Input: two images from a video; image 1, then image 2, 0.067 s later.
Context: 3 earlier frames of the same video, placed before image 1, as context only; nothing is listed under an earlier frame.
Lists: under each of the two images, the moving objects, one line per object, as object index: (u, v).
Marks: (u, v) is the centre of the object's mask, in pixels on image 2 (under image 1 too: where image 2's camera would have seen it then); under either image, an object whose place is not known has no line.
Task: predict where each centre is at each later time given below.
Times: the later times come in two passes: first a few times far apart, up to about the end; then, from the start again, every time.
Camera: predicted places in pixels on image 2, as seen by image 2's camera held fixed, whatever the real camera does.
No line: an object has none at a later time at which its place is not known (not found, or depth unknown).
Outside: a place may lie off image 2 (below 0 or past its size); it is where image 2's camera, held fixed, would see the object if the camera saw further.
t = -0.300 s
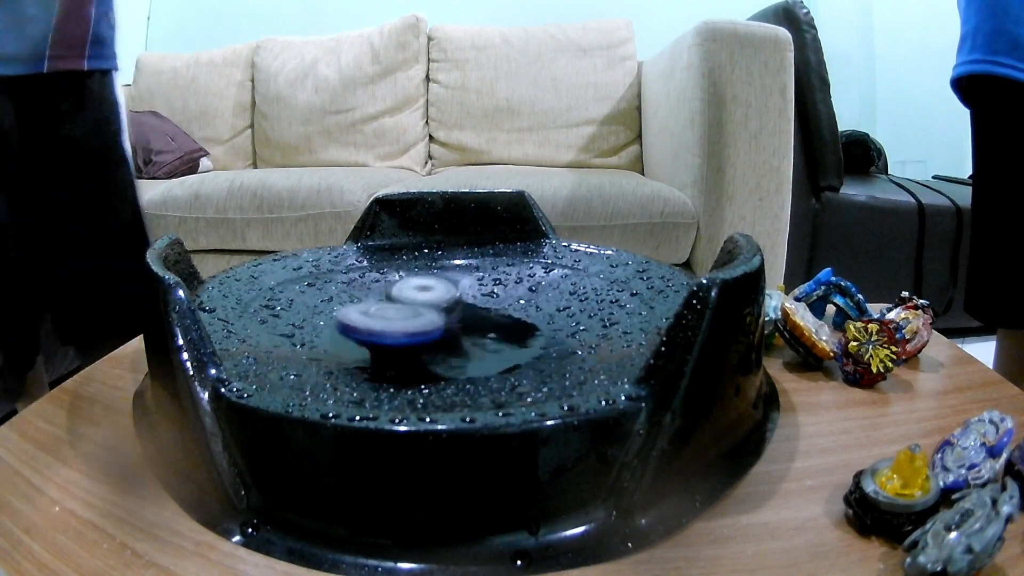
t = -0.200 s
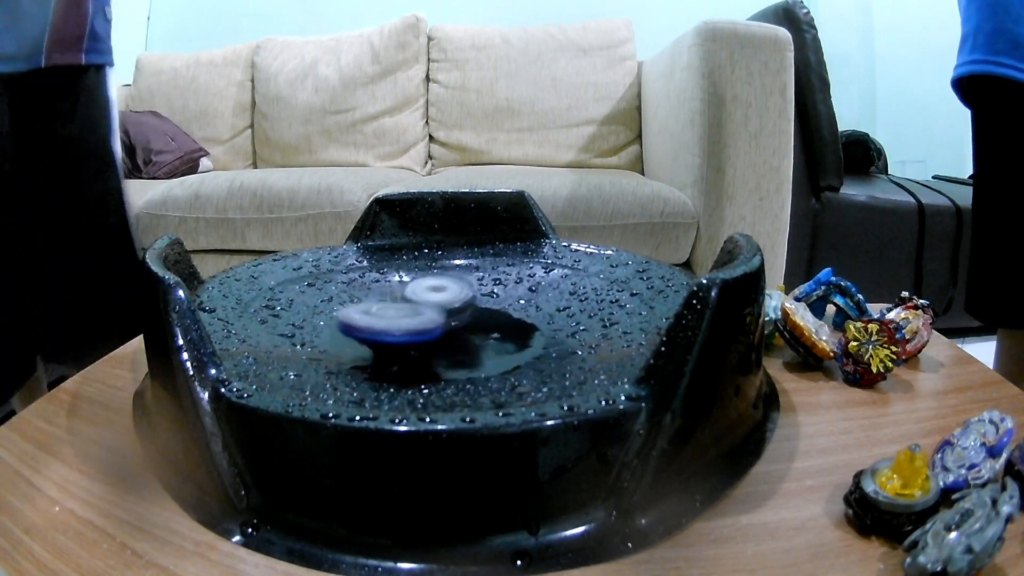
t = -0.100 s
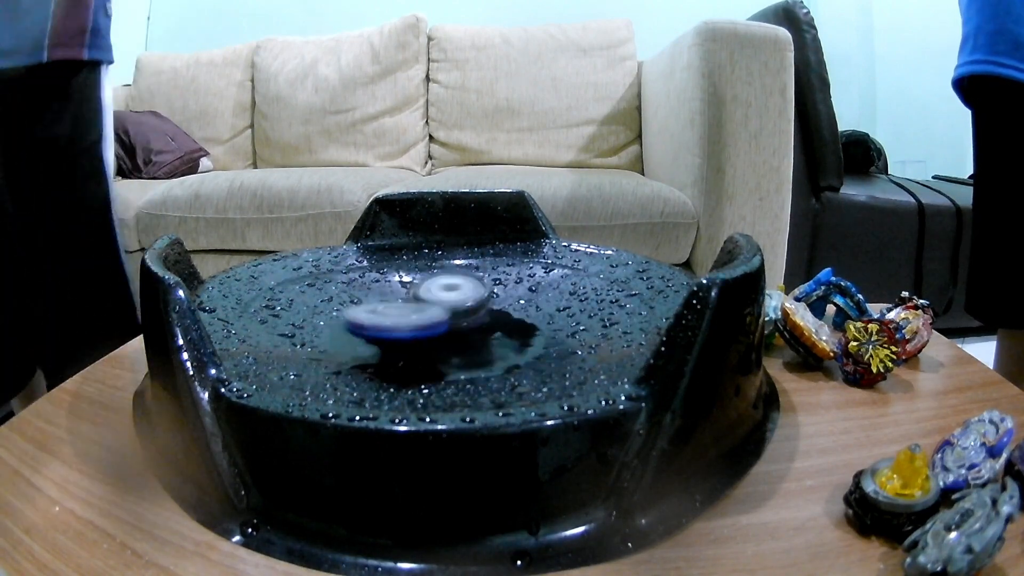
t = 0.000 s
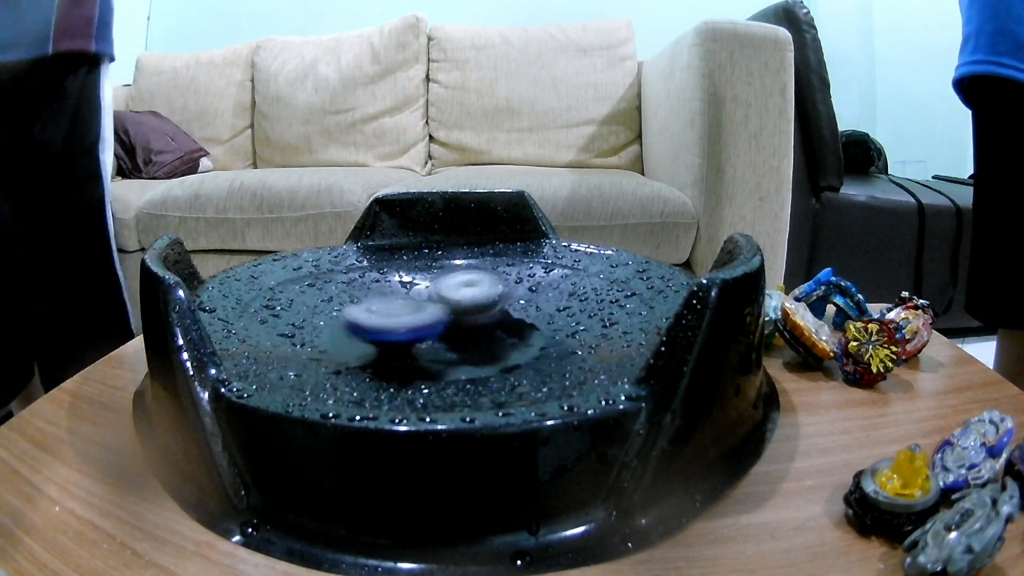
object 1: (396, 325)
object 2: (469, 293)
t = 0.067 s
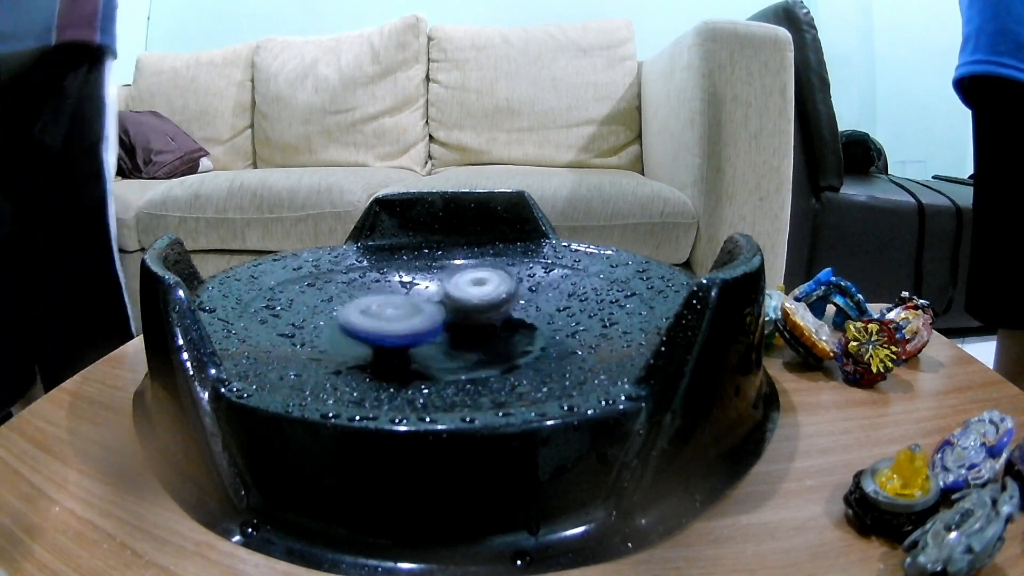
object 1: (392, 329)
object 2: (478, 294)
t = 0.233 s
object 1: (395, 320)
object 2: (485, 293)
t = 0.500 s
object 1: (370, 312)
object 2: (503, 298)
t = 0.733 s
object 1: (376, 317)
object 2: (500, 301)
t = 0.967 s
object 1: (370, 317)
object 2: (515, 292)
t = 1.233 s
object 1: (383, 309)
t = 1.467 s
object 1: (379, 307)
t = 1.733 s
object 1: (400, 319)
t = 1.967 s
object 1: (472, 319)
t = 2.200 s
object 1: (473, 308)
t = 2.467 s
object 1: (455, 307)
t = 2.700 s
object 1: (465, 308)
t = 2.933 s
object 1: (448, 319)
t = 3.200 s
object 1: (431, 315)
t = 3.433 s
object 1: (416, 316)
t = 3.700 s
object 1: (436, 319)
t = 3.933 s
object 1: (440, 318)
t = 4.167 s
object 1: (440, 313)
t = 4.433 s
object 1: (440, 321)
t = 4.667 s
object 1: (436, 323)
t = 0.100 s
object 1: (392, 326)
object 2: (480, 294)
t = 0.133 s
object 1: (393, 324)
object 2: (483, 292)
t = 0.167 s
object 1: (392, 324)
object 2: (484, 292)
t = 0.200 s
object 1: (393, 323)
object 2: (485, 292)
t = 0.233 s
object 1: (395, 320)
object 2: (485, 293)
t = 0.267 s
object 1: (397, 318)
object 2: (484, 294)
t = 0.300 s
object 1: (398, 318)
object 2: (485, 295)
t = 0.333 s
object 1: (400, 316)
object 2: (485, 295)
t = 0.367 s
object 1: (397, 315)
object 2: (485, 298)
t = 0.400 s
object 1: (395, 314)
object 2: (485, 298)
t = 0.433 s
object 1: (394, 314)
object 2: (484, 300)
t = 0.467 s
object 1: (380, 310)
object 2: (492, 294)
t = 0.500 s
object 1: (370, 312)
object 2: (503, 298)
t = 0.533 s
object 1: (364, 312)
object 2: (508, 297)
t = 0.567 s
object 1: (364, 313)
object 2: (509, 298)
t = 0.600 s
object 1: (364, 313)
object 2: (508, 298)
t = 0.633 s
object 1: (365, 316)
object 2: (506, 299)
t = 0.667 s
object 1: (367, 314)
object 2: (506, 298)
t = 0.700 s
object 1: (369, 317)
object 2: (502, 300)
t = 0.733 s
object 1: (376, 317)
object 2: (500, 301)
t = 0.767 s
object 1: (380, 316)
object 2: (493, 303)
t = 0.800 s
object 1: (385, 315)
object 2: (488, 302)
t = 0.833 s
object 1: (391, 315)
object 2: (484, 303)
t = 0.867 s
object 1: (388, 316)
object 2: (493, 300)
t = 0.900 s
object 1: (375, 318)
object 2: (507, 290)
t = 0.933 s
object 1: (370, 318)
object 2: (514, 294)
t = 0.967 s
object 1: (370, 317)
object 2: (515, 292)
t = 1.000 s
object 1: (373, 320)
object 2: (513, 292)
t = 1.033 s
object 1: (377, 317)
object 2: (510, 291)
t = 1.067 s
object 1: (378, 315)
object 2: (507, 290)
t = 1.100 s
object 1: (377, 312)
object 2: (501, 286)
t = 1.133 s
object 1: (377, 312)
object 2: (498, 285)
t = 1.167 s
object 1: (379, 312)
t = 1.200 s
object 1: (381, 311)
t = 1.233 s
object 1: (383, 309)
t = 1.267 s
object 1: (386, 308)
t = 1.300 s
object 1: (385, 307)
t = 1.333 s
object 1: (386, 305)
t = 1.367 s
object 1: (384, 305)
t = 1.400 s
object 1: (383, 305)
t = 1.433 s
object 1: (385, 304)
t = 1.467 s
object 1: (379, 307)
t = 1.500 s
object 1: (374, 307)
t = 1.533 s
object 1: (374, 309)
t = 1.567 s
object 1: (376, 309)
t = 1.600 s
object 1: (378, 311)
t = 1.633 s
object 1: (380, 313)
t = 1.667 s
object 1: (388, 319)
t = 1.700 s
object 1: (396, 323)
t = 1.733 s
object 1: (400, 319)
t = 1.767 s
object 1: (413, 318)
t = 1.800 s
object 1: (425, 322)
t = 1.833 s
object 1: (434, 323)
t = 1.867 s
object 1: (441, 320)
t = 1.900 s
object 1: (448, 322)
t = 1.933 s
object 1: (456, 320)
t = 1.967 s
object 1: (472, 319)
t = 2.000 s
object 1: (482, 322)
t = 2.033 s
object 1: (486, 320)
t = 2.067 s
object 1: (490, 318)
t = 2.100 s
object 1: (487, 321)
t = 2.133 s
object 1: (482, 326)
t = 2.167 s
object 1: (477, 318)
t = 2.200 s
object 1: (473, 308)
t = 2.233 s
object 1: (467, 309)
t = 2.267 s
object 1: (463, 309)
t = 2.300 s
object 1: (461, 307)
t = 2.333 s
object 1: (460, 307)
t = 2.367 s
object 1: (460, 307)
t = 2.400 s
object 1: (458, 308)
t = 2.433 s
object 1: (456, 309)
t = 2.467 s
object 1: (455, 307)
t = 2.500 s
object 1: (454, 307)
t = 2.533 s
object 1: (458, 308)
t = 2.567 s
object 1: (460, 309)
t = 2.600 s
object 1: (463, 310)
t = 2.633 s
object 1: (464, 309)
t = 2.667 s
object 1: (466, 308)
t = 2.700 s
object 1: (465, 308)
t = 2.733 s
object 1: (462, 307)
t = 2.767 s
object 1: (459, 309)
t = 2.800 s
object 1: (458, 314)
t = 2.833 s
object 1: (454, 319)
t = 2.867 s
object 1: (448, 333)
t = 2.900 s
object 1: (450, 322)
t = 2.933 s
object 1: (448, 319)
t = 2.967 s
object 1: (448, 318)
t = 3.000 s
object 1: (446, 316)
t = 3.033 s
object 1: (445, 316)
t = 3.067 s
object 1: (442, 317)
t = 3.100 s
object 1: (439, 317)
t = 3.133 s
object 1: (439, 316)
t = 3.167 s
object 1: (434, 315)
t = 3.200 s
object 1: (431, 315)
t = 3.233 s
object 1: (427, 315)
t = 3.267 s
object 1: (425, 315)
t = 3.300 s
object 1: (424, 314)
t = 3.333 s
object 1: (422, 315)
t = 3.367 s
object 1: (421, 315)
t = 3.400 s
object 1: (418, 316)
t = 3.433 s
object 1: (416, 316)
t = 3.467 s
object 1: (416, 317)
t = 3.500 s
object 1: (418, 317)
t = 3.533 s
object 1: (422, 317)
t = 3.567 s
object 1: (428, 317)
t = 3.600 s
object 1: (431, 317)
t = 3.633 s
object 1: (433, 319)
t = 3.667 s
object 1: (433, 320)
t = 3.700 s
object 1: (436, 319)
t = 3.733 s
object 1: (438, 319)
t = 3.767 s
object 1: (439, 318)
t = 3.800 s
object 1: (441, 317)
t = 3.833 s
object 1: (440, 317)
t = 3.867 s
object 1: (441, 317)
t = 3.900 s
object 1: (440, 317)
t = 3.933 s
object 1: (440, 318)
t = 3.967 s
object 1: (440, 318)
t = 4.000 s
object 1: (438, 317)
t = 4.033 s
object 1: (436, 317)
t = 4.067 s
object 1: (434, 320)
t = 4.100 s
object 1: (434, 320)
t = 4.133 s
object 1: (437, 314)
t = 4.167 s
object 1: (440, 313)
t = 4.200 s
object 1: (443, 312)
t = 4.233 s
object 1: (441, 318)
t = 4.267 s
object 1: (443, 320)
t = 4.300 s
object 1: (444, 320)
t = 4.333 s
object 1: (445, 321)
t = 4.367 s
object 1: (444, 321)
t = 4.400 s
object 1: (443, 321)
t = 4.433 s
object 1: (440, 321)
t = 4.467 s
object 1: (438, 321)
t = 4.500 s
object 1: (437, 322)
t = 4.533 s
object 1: (436, 322)
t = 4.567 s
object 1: (435, 322)
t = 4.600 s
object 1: (435, 323)
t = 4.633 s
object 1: (436, 323)
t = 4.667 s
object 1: (436, 323)
